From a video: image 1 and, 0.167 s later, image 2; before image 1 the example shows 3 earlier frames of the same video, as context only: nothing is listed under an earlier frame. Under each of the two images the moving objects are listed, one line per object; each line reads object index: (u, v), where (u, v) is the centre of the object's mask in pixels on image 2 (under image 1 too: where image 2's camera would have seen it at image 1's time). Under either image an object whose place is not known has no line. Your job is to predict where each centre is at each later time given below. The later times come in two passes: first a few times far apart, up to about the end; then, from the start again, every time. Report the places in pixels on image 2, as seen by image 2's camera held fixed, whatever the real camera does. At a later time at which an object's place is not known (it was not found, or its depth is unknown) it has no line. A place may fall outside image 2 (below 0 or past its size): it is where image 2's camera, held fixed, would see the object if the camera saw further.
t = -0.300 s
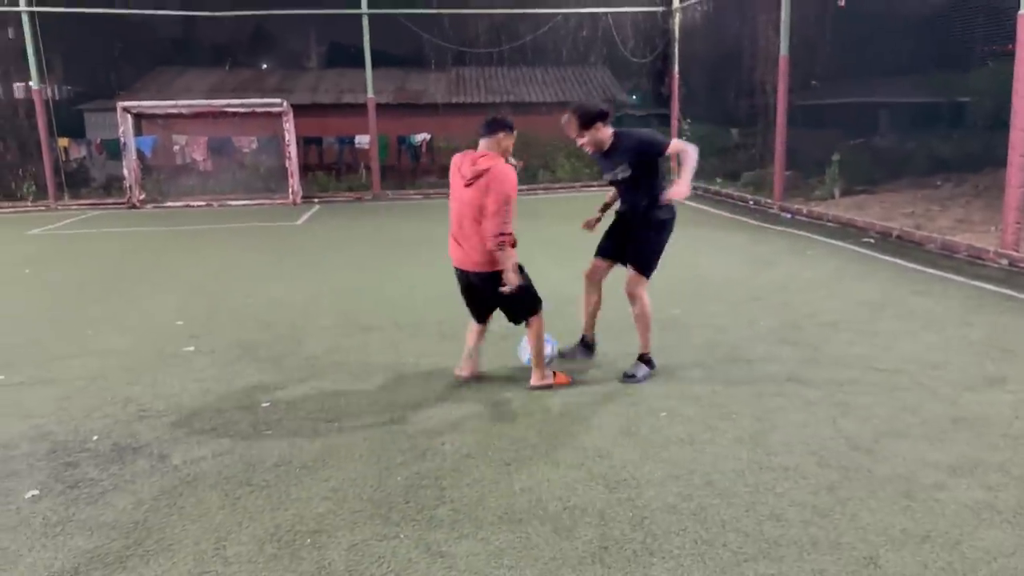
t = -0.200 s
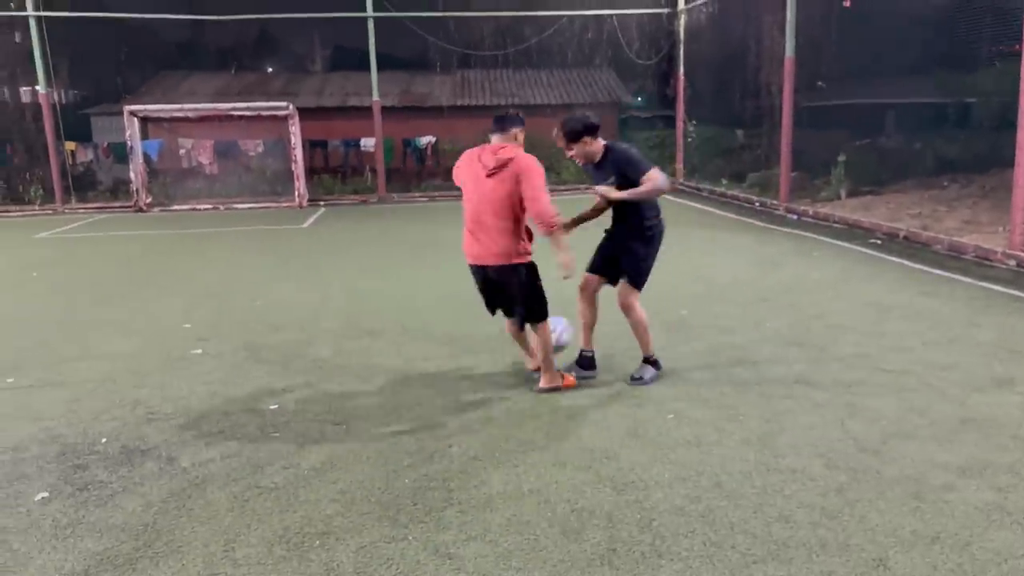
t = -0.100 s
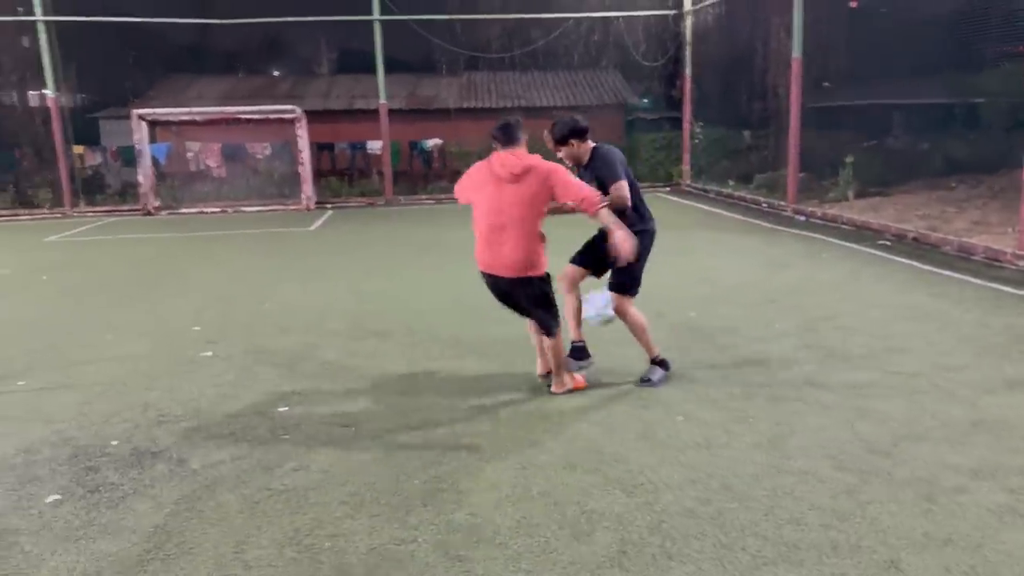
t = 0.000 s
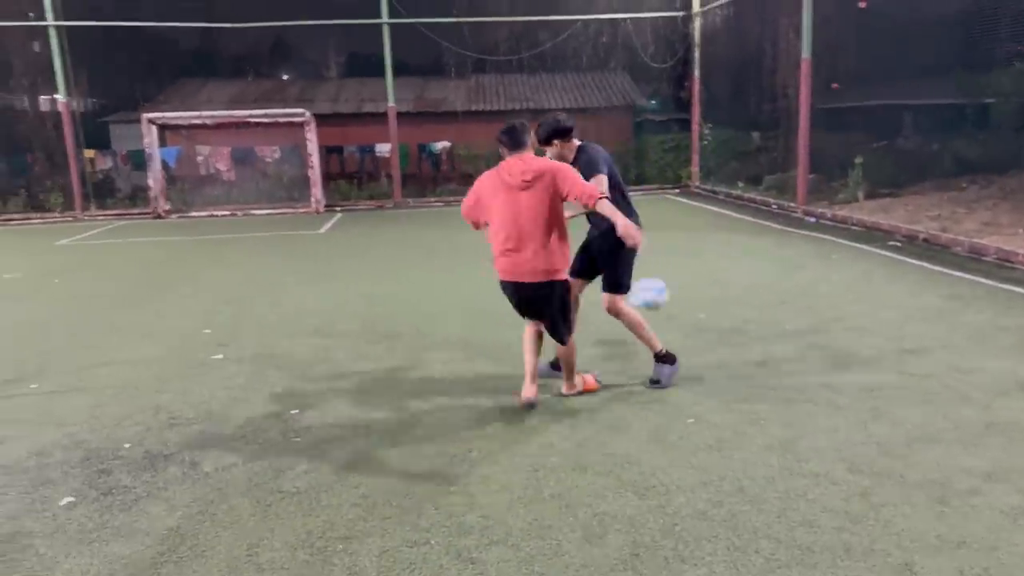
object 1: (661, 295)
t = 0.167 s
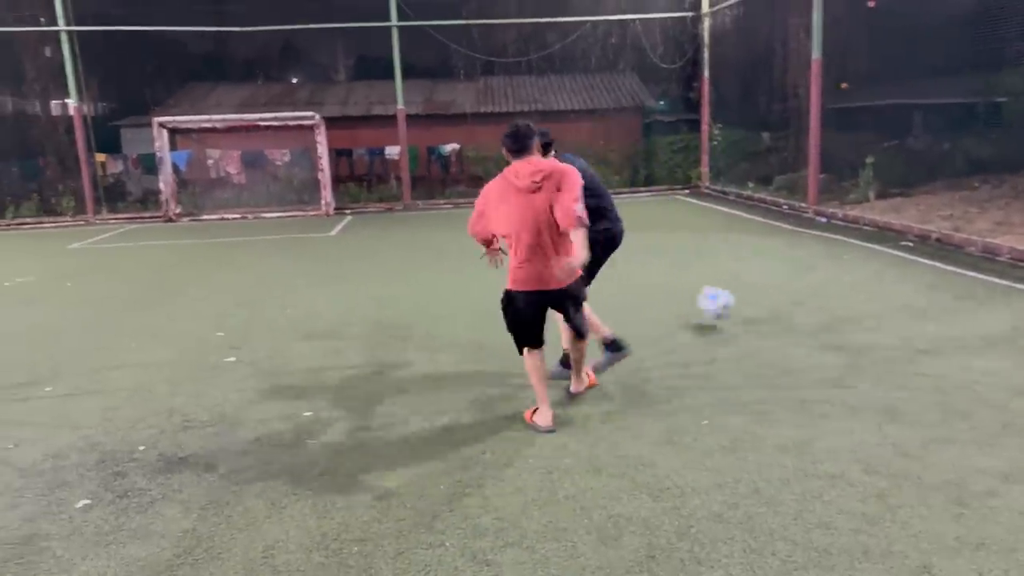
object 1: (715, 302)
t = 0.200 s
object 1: (724, 308)
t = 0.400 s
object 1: (746, 279)
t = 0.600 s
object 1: (765, 287)
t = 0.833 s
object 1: (787, 275)
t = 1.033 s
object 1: (804, 266)
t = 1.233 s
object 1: (820, 264)
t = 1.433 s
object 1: (833, 258)
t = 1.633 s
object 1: (842, 252)
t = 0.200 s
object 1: (724, 308)
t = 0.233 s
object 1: (728, 304)
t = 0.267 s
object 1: (733, 295)
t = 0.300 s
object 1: (737, 289)
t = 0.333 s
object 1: (740, 285)
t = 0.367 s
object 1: (743, 281)
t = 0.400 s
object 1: (746, 279)
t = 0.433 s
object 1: (749, 278)
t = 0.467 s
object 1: (753, 279)
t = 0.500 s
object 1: (755, 281)
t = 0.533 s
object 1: (758, 285)
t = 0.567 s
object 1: (761, 290)
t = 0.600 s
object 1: (765, 287)
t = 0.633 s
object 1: (768, 282)
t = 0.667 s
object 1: (771, 277)
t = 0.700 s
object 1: (774, 274)
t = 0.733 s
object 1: (777, 273)
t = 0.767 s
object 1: (780, 272)
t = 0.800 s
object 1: (784, 273)
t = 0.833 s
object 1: (787, 275)
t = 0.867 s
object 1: (790, 277)
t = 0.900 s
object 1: (793, 273)
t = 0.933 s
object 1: (796, 270)
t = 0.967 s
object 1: (799, 268)
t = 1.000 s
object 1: (801, 266)
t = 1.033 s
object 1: (804, 266)
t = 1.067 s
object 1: (807, 267)
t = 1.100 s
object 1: (809, 269)
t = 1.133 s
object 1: (812, 267)
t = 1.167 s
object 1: (815, 264)
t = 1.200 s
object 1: (817, 264)
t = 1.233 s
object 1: (820, 264)
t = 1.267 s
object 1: (822, 264)
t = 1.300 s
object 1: (823, 262)
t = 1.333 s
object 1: (827, 260)
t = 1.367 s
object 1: (829, 260)
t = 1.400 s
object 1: (831, 260)
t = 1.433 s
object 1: (833, 258)
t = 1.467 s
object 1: (835, 258)
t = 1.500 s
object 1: (837, 256)
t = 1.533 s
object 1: (840, 255)
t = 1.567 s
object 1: (842, 255)
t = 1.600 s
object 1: (843, 253)
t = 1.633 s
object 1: (842, 252)
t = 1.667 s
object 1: (841, 251)
